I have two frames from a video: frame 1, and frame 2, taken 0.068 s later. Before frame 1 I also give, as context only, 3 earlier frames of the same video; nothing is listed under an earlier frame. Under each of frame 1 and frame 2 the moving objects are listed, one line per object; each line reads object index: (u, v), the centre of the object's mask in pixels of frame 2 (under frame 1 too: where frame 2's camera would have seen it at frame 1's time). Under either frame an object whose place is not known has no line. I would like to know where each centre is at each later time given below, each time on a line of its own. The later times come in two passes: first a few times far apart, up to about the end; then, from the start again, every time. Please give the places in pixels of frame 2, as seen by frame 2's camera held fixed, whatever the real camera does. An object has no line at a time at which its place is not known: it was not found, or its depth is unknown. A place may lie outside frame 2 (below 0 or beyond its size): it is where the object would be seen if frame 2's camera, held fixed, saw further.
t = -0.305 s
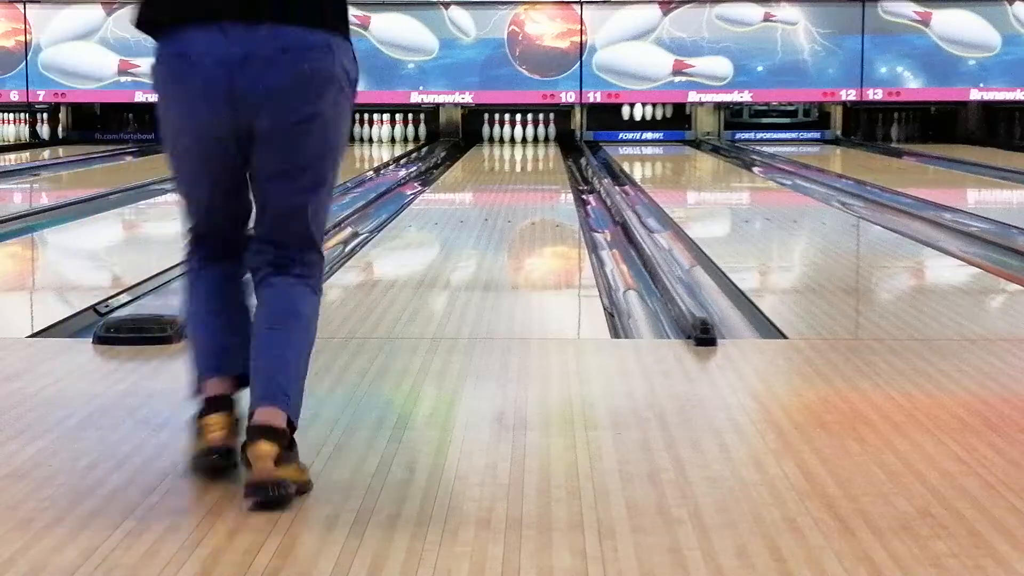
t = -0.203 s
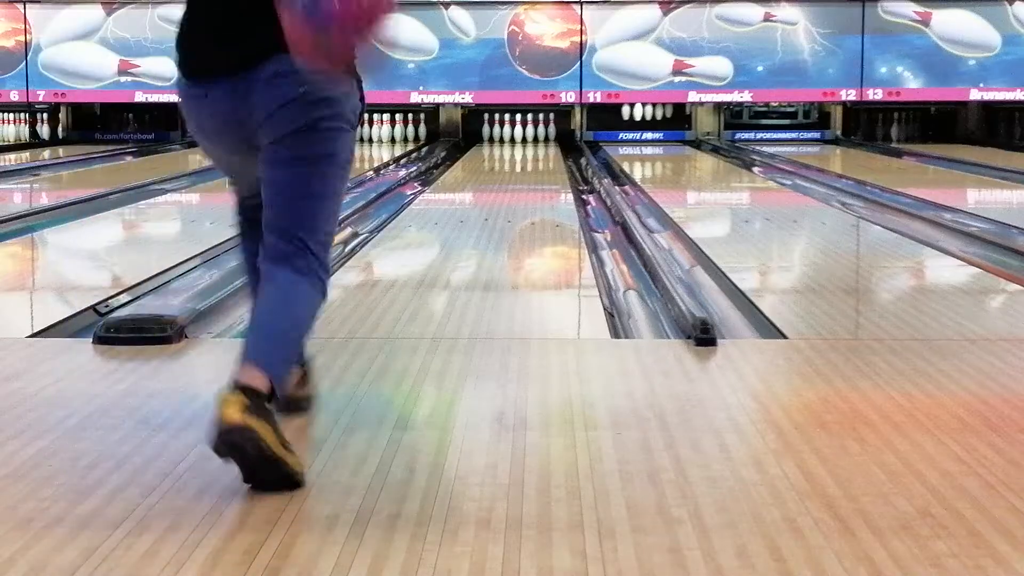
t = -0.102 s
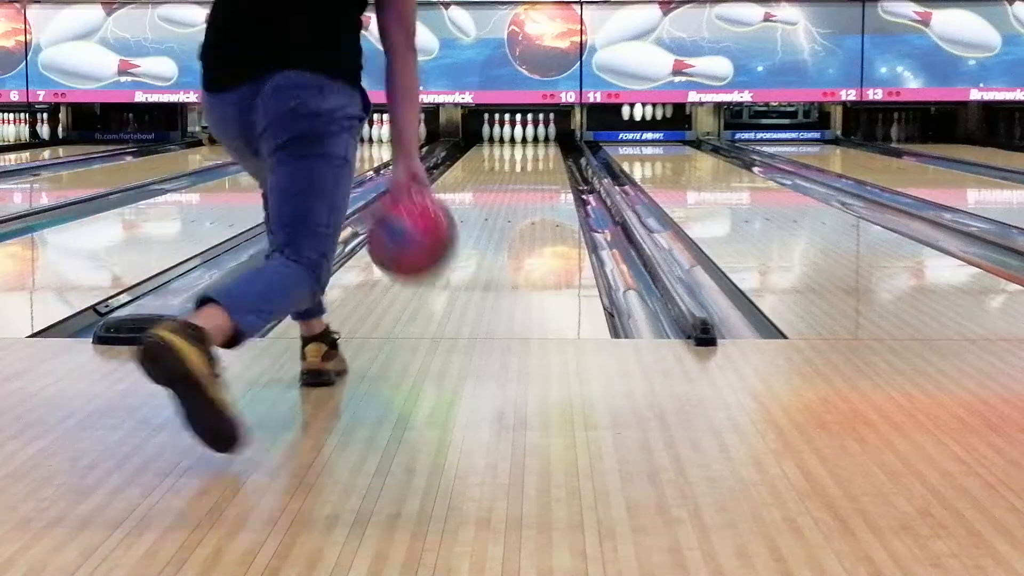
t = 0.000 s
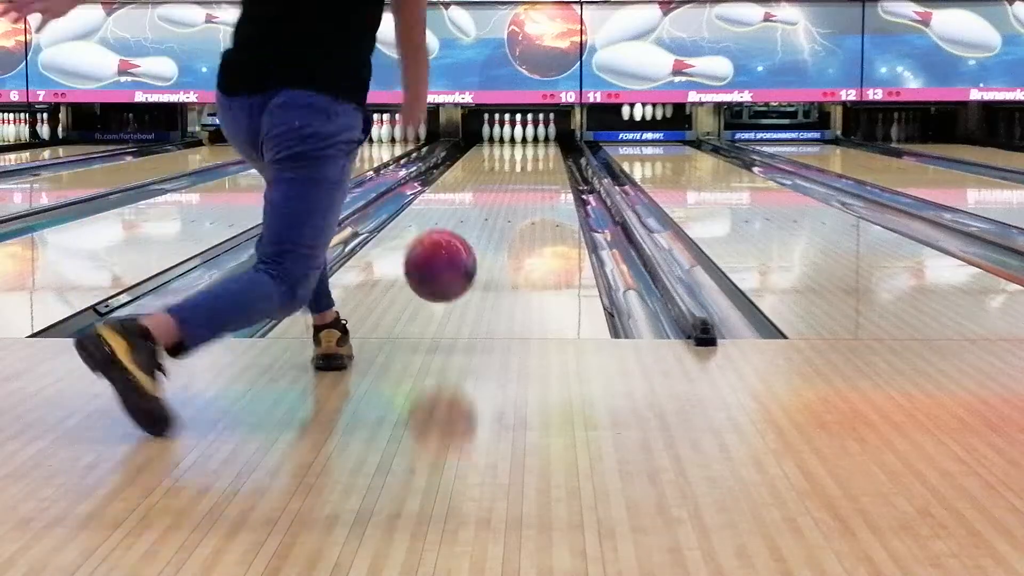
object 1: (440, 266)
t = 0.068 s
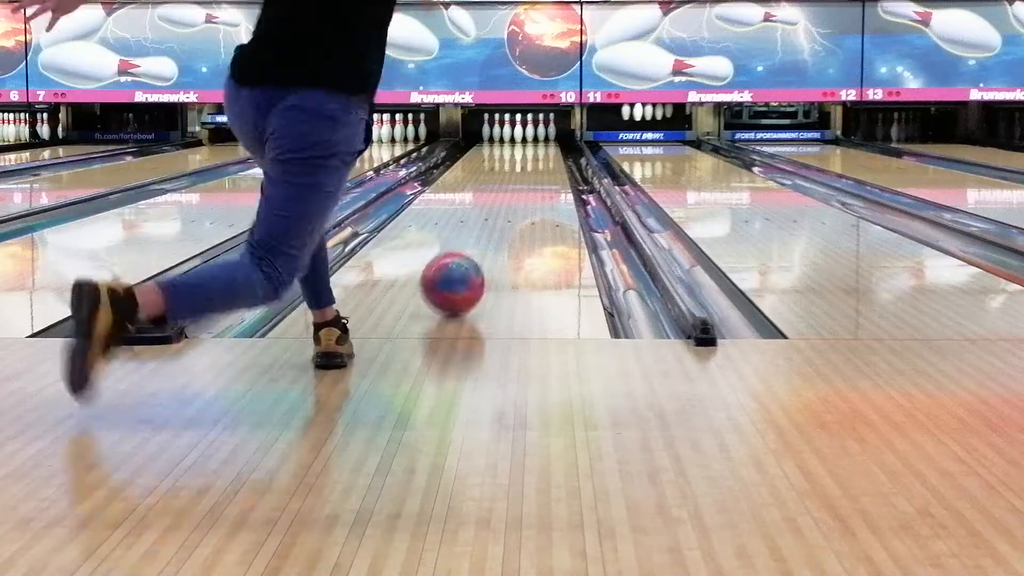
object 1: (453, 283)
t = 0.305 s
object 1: (479, 227)
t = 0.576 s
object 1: (495, 192)
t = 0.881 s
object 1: (507, 169)
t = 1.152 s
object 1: (513, 156)
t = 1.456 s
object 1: (518, 145)
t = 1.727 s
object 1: (521, 138)
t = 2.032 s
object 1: (536, 134)
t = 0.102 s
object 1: (458, 269)
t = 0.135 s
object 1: (462, 260)
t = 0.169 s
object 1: (466, 254)
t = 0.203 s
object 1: (470, 247)
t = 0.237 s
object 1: (473, 239)
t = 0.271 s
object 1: (477, 233)
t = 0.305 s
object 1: (479, 227)
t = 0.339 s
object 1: (482, 221)
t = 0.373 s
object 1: (484, 216)
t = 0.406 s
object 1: (486, 212)
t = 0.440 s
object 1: (489, 207)
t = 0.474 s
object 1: (491, 203)
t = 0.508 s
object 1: (492, 198)
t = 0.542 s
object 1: (494, 196)
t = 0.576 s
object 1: (495, 192)
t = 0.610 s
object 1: (497, 188)
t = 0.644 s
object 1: (498, 185)
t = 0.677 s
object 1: (500, 183)
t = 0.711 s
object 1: (501, 180)
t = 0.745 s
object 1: (502, 177)
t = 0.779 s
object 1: (504, 175)
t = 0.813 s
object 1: (505, 173)
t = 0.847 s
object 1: (506, 171)
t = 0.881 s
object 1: (507, 169)
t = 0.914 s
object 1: (507, 167)
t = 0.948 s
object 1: (508, 165)
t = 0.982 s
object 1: (509, 164)
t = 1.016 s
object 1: (510, 162)
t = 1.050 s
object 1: (511, 160)
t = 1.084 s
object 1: (512, 159)
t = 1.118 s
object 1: (512, 157)
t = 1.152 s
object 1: (513, 156)
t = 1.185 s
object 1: (512, 154)
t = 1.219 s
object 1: (513, 153)
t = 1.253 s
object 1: (514, 152)
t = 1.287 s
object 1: (514, 150)
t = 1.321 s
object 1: (515, 149)
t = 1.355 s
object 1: (516, 148)
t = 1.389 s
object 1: (517, 147)
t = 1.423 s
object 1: (517, 146)
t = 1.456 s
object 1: (518, 145)
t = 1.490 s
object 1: (518, 144)
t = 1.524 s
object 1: (519, 143)
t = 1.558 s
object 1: (519, 142)
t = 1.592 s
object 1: (519, 142)
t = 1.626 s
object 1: (520, 141)
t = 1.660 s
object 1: (520, 139)
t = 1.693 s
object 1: (520, 139)
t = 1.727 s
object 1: (521, 138)
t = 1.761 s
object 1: (521, 137)
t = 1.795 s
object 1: (521, 137)
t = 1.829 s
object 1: (521, 136)
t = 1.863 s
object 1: (522, 136)
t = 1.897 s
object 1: (524, 136)
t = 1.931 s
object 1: (527, 134)
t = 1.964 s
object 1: (529, 133)
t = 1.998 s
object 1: (532, 134)
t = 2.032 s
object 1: (536, 134)
